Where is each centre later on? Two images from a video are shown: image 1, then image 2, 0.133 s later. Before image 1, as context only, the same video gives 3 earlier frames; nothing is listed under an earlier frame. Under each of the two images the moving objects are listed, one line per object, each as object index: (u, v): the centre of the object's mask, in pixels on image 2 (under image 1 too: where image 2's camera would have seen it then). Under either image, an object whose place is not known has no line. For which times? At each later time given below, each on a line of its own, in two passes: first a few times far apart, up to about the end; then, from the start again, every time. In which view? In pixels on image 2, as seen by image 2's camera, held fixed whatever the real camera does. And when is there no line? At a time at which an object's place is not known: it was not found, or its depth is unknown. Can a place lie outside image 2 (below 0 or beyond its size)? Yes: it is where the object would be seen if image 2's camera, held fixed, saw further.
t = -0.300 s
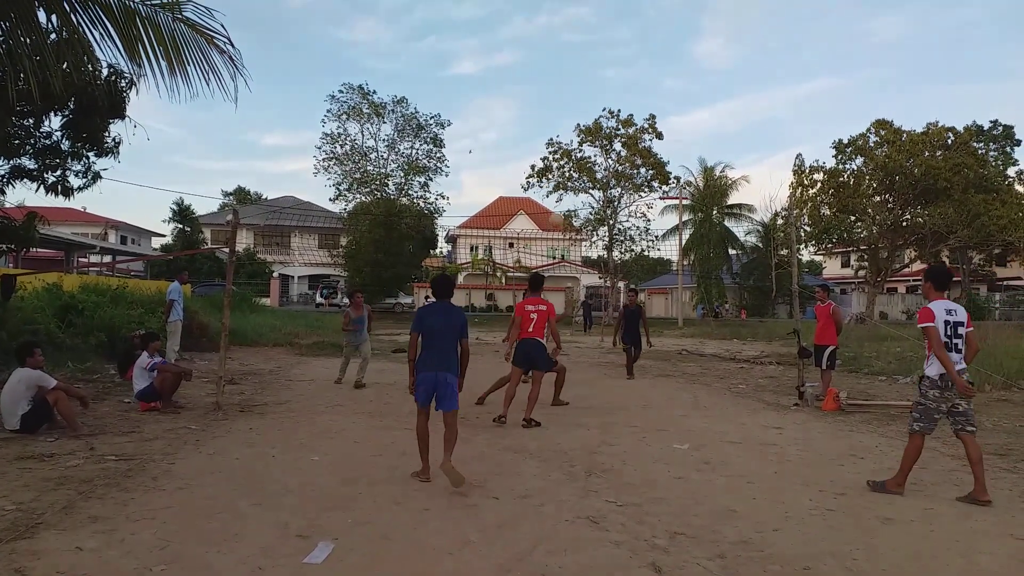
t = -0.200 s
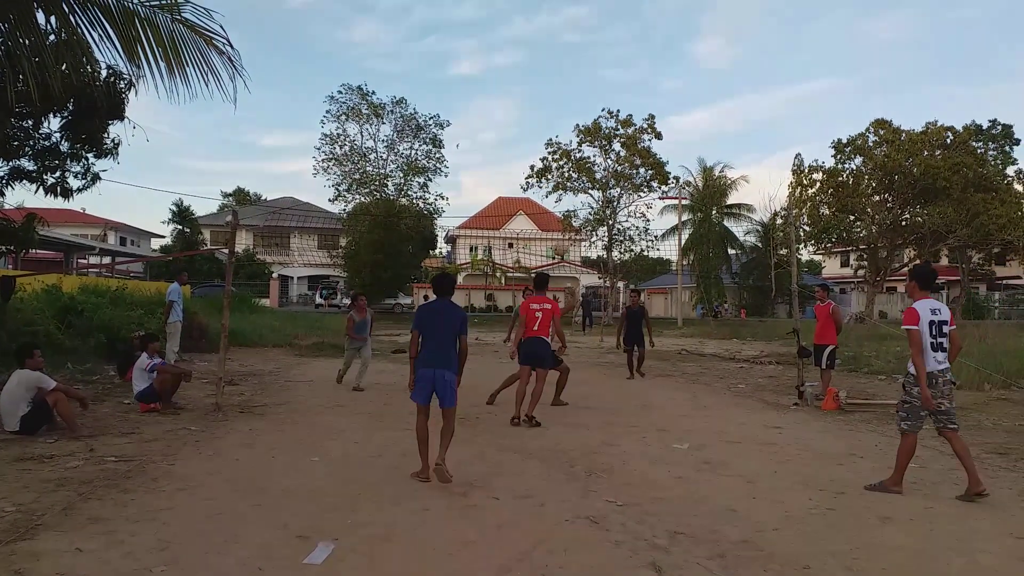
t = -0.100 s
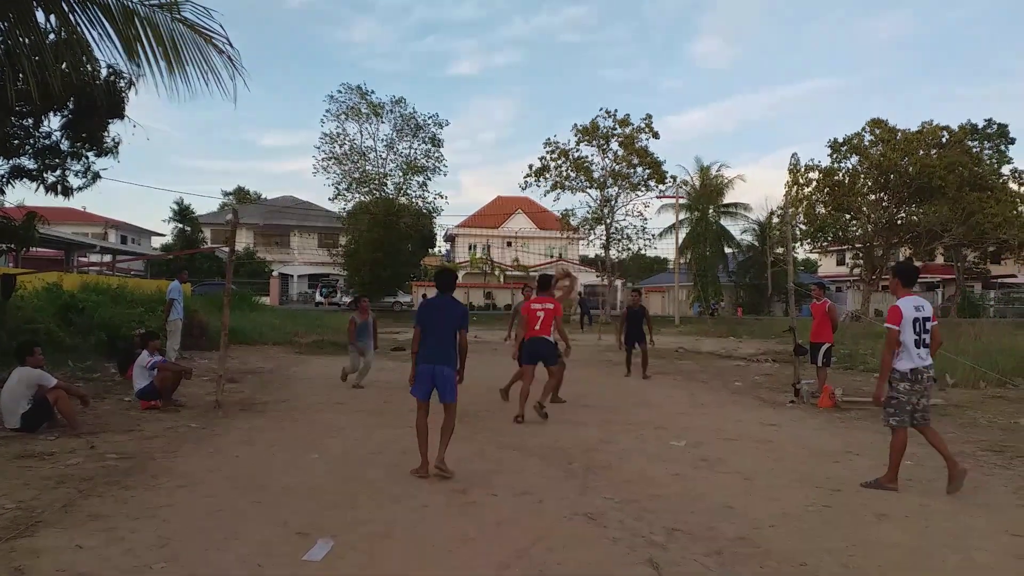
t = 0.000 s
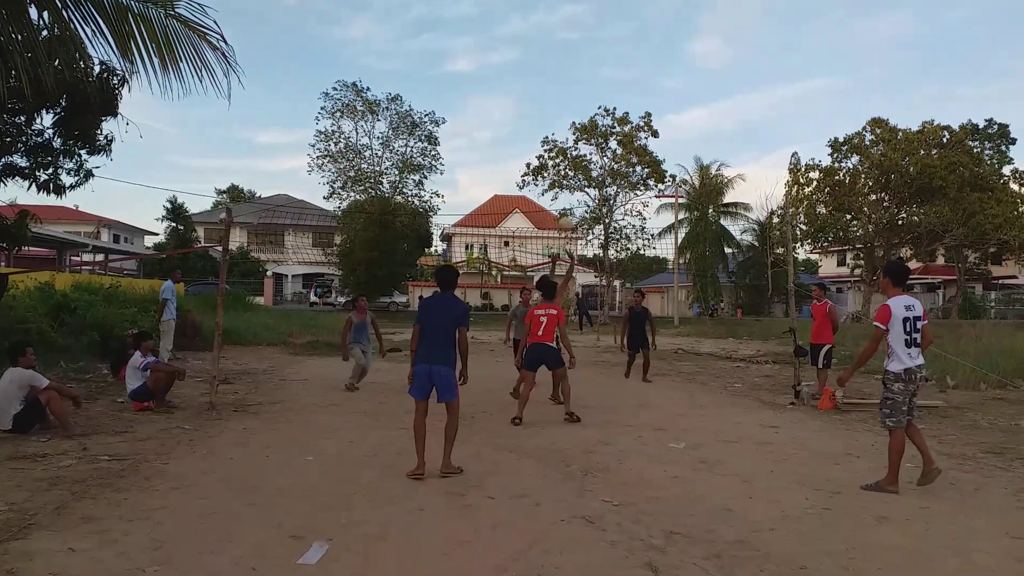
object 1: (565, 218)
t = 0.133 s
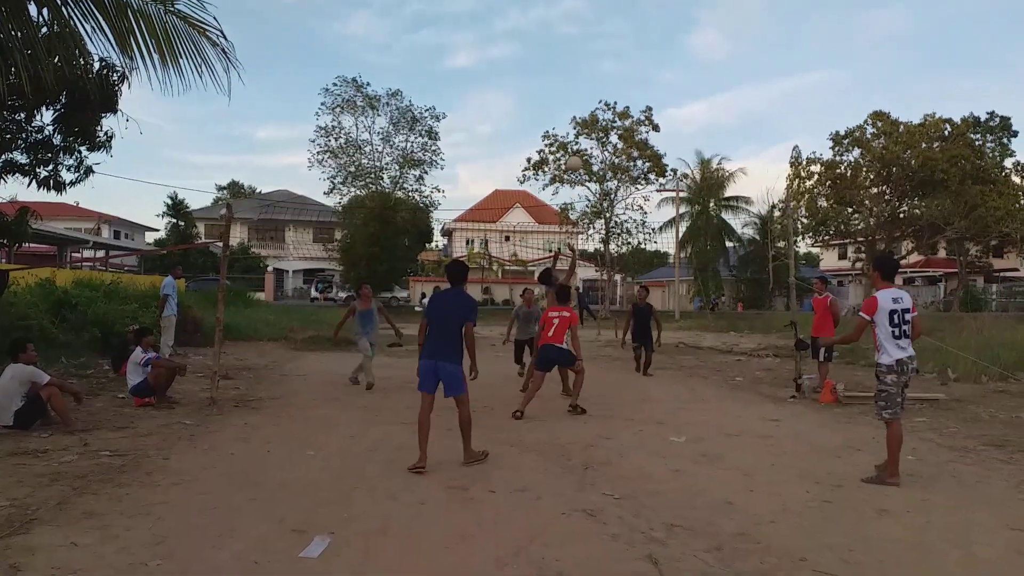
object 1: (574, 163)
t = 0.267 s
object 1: (582, 121)
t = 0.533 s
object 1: (594, 74)
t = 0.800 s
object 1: (604, 79)
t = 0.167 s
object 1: (577, 153)
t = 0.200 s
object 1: (578, 141)
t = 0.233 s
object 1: (579, 131)
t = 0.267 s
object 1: (582, 121)
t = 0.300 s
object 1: (583, 113)
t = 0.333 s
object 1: (584, 105)
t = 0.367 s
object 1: (586, 97)
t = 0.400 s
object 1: (588, 91)
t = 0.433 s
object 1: (589, 86)
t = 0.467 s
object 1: (591, 81)
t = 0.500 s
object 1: (592, 78)
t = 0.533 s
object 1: (594, 74)
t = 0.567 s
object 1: (595, 72)
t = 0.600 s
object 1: (596, 70)
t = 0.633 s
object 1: (598, 70)
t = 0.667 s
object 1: (599, 70)
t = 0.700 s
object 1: (600, 71)
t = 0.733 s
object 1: (602, 73)
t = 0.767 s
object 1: (603, 76)
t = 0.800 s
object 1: (604, 79)
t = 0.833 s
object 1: (606, 83)
